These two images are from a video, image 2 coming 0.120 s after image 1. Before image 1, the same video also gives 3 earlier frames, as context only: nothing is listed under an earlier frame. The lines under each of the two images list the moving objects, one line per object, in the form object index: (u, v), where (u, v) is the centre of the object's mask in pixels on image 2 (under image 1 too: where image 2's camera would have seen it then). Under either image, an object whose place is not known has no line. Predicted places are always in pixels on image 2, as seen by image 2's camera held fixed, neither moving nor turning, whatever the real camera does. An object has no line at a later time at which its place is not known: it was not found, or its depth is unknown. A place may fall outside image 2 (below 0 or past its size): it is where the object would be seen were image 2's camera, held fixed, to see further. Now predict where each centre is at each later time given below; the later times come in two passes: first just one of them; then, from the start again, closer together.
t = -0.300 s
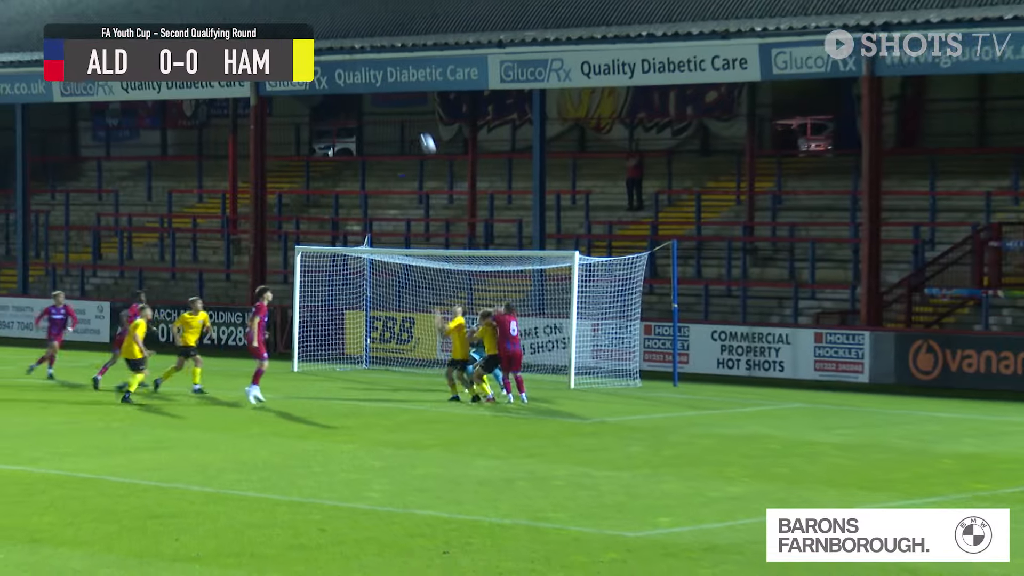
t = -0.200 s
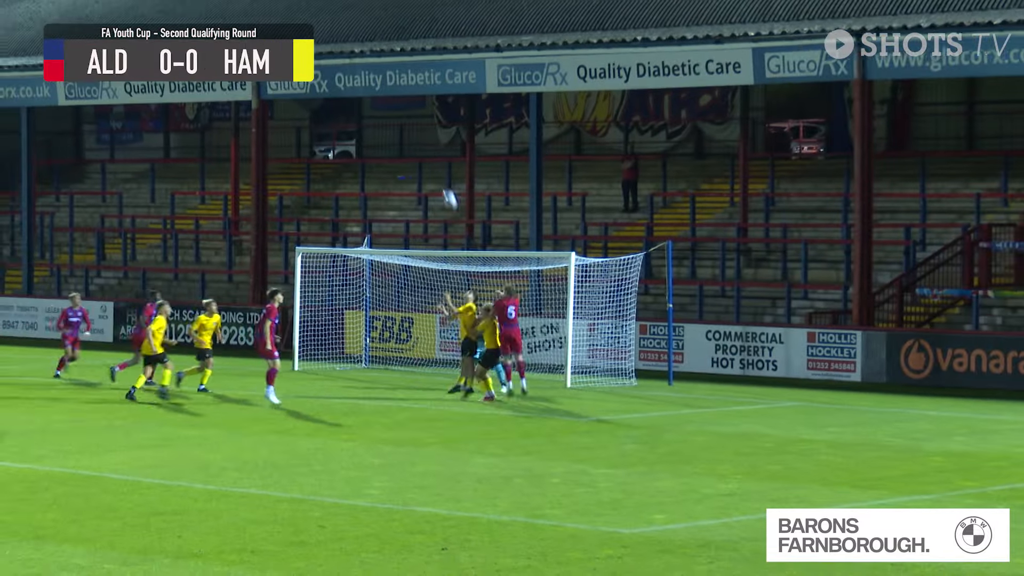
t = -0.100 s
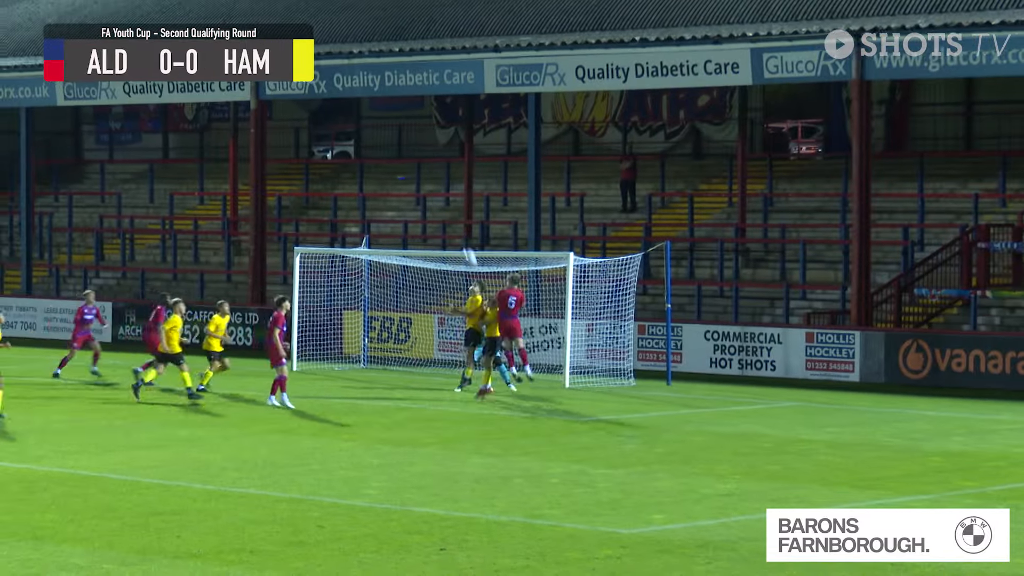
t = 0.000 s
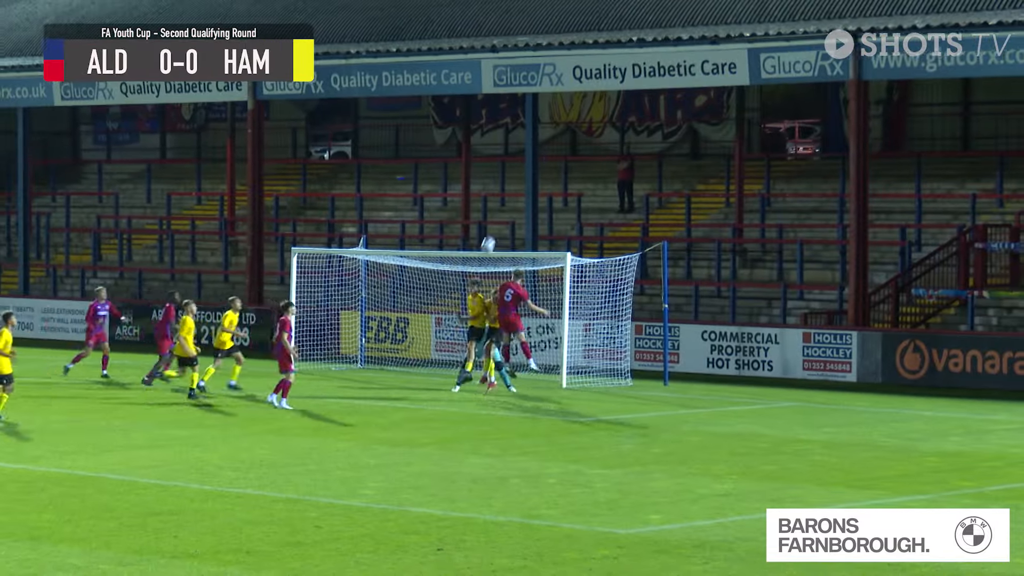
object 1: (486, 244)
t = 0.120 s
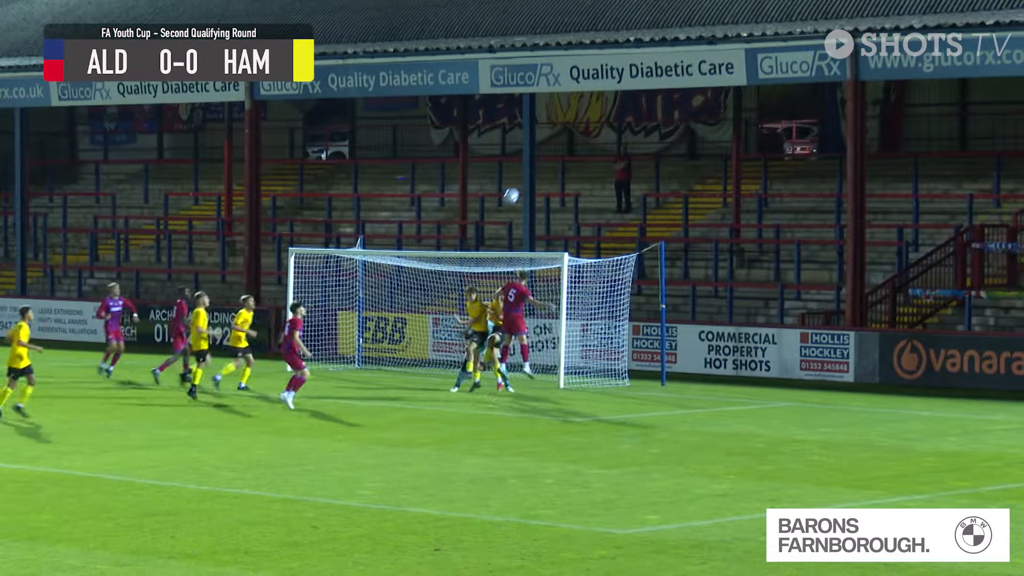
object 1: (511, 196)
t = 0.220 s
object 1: (533, 162)
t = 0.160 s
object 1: (520, 181)
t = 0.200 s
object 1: (529, 167)
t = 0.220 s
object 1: (533, 162)
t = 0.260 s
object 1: (542, 149)
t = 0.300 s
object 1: (551, 138)
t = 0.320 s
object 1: (556, 133)
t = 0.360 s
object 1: (565, 122)
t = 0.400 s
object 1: (574, 113)
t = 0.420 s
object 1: (579, 110)
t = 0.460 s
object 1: (588, 103)
